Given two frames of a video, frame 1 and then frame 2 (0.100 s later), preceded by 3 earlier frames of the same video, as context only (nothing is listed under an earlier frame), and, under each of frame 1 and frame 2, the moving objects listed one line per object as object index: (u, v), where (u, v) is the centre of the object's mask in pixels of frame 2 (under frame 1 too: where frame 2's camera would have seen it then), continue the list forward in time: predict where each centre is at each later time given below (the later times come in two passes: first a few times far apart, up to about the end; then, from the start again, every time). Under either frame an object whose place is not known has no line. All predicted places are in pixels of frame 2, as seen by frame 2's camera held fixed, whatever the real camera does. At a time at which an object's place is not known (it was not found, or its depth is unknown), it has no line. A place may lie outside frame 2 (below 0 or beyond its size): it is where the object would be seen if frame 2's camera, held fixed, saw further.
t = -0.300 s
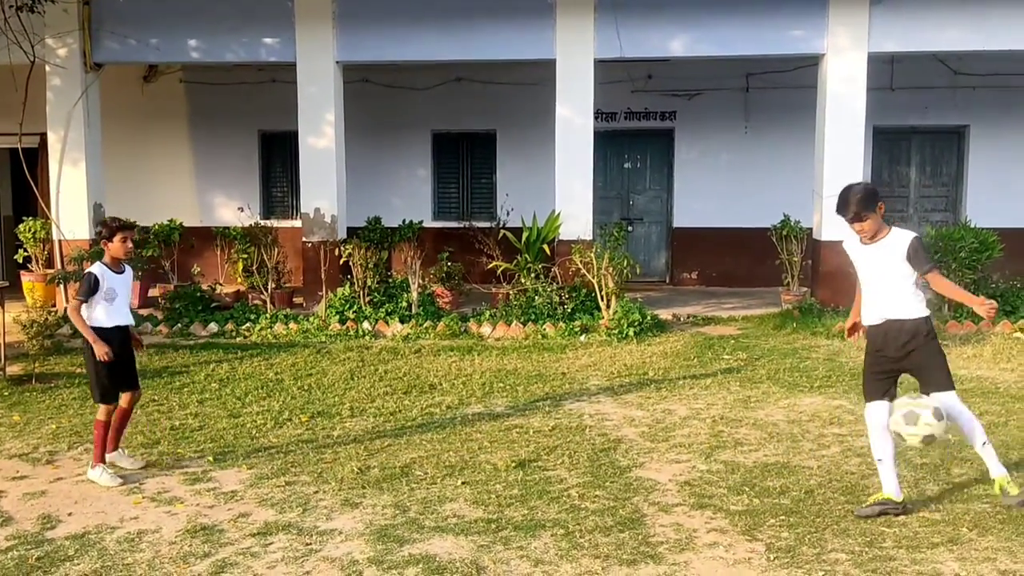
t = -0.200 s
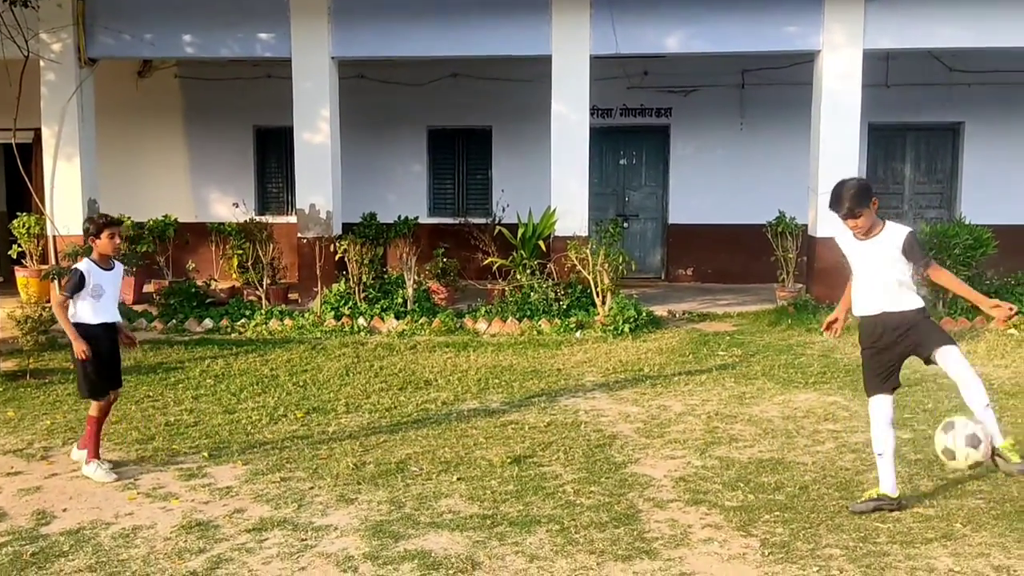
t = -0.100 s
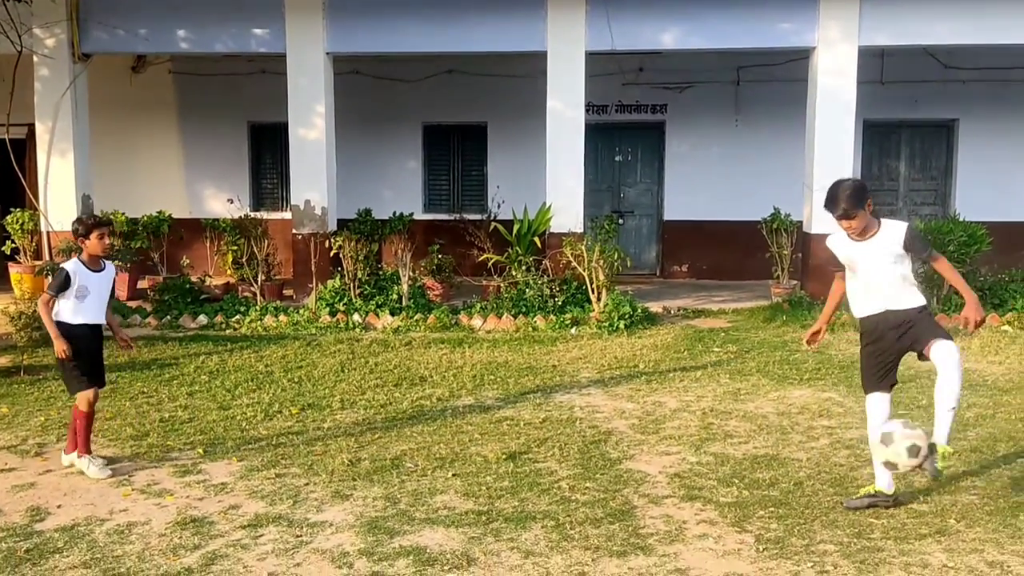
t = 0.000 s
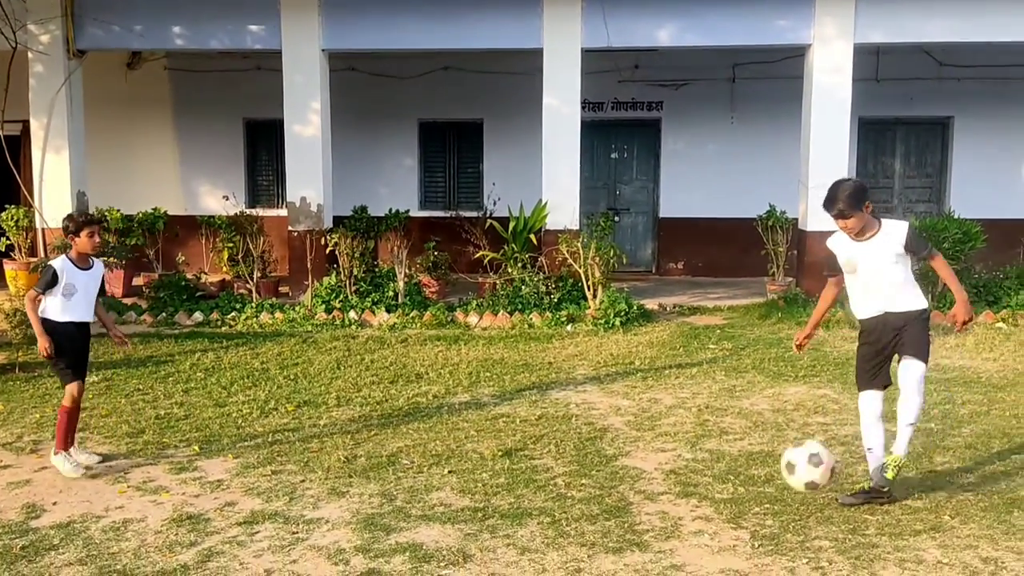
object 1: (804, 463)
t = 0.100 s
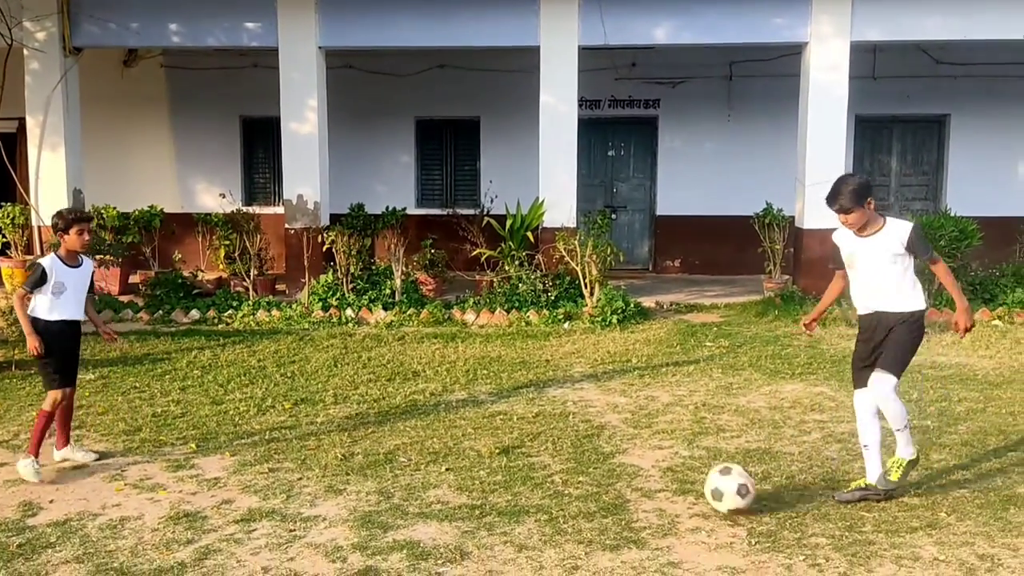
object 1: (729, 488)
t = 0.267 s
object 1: (647, 443)
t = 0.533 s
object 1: (513, 496)
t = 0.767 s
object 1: (395, 465)
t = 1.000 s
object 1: (274, 483)
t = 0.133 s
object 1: (713, 475)
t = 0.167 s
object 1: (696, 464)
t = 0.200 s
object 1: (681, 455)
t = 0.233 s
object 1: (664, 447)
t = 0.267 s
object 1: (647, 443)
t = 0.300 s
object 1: (631, 441)
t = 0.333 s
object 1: (614, 441)
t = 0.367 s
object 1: (597, 444)
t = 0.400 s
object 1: (579, 451)
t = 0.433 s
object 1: (563, 458)
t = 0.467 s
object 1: (546, 469)
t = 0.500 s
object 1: (530, 481)
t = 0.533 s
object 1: (513, 496)
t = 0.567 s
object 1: (497, 488)
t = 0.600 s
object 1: (480, 478)
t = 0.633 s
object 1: (463, 470)
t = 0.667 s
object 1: (445, 464)
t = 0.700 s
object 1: (429, 463)
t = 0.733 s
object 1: (413, 462)
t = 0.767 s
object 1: (395, 465)
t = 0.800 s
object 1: (379, 470)
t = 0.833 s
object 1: (363, 477)
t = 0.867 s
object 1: (346, 485)
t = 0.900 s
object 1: (329, 496)
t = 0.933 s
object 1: (310, 490)
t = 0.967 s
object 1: (292, 485)
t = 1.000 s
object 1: (274, 483)
